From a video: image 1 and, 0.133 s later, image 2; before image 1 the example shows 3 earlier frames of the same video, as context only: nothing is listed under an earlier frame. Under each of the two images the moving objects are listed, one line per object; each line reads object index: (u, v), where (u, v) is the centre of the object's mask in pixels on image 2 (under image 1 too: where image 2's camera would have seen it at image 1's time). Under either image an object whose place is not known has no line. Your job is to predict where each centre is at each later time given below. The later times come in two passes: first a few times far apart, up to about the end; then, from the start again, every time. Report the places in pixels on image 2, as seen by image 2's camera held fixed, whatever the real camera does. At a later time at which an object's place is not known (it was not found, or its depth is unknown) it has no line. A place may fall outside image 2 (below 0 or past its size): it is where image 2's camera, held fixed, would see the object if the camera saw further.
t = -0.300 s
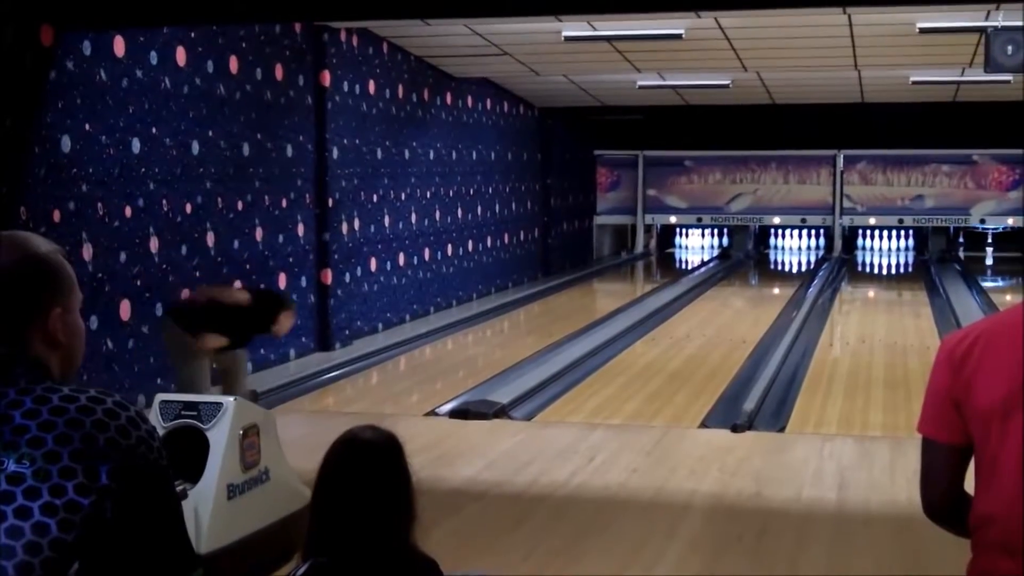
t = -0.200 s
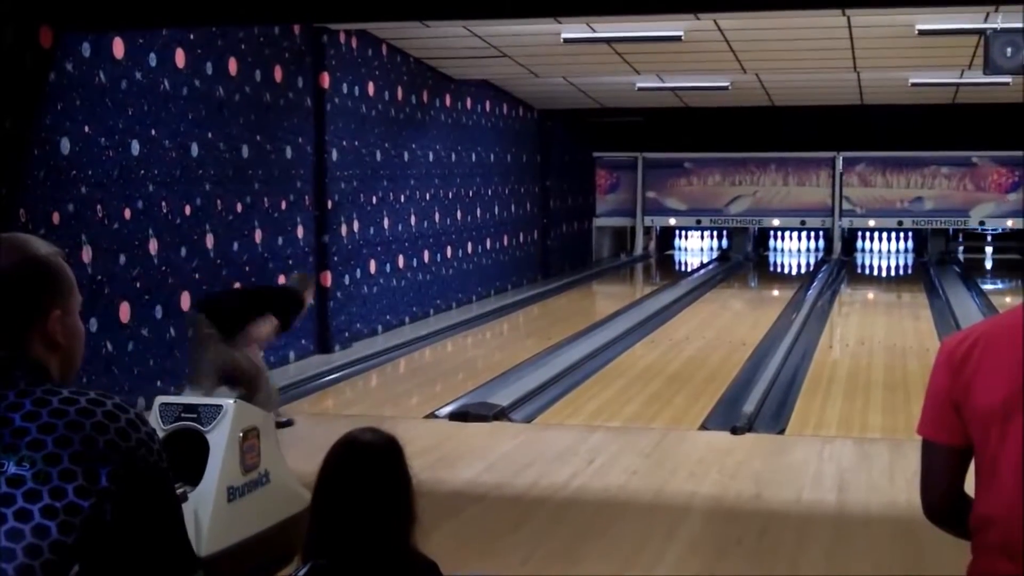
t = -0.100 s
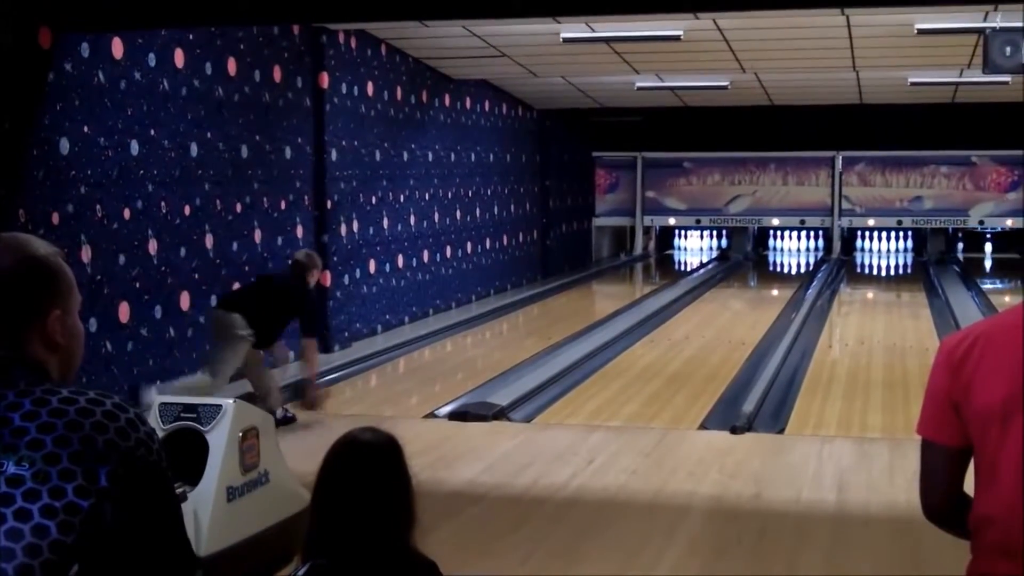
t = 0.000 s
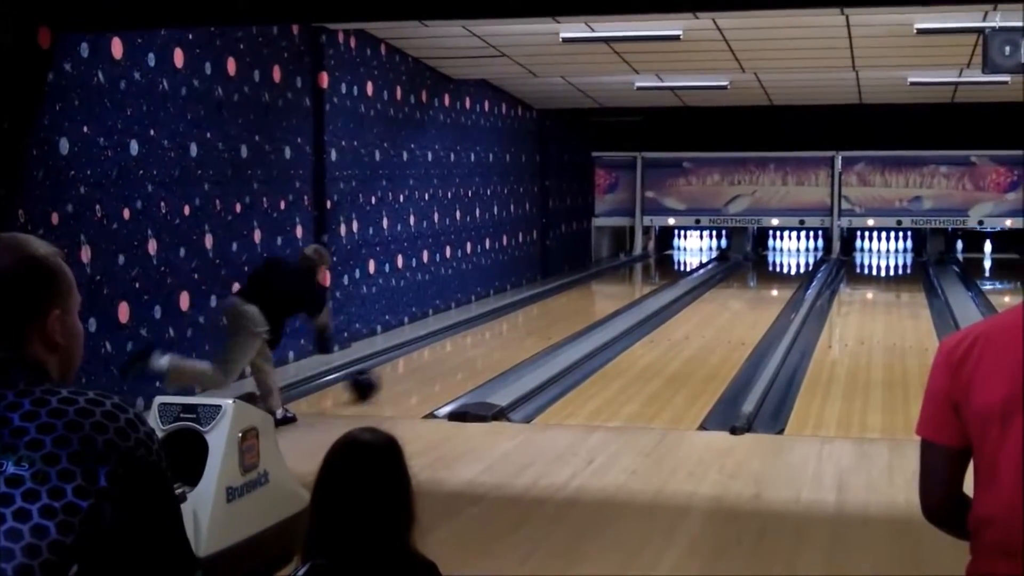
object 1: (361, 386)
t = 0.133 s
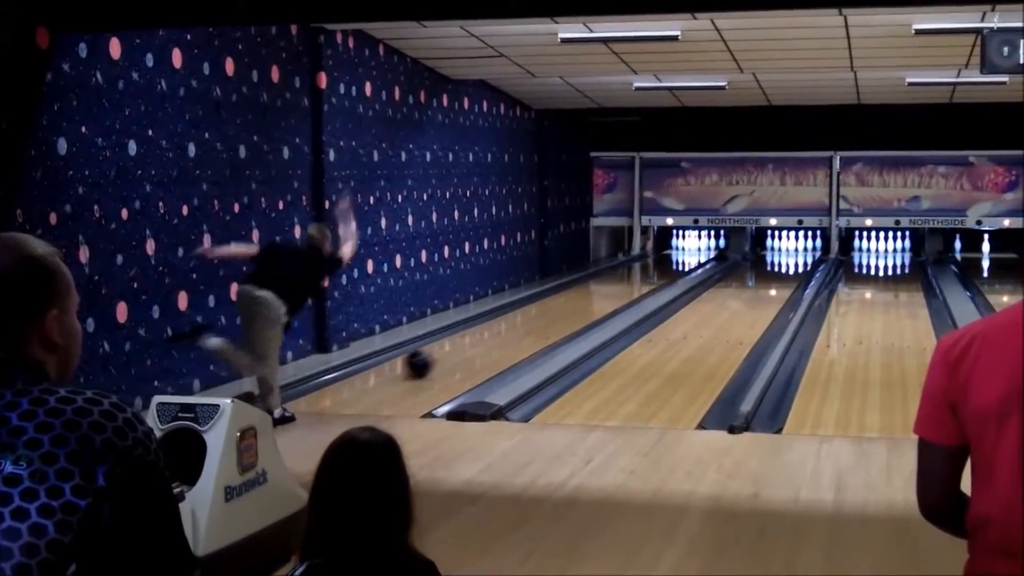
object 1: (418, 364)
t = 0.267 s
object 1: (465, 345)
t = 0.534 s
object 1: (535, 318)
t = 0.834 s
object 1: (591, 295)
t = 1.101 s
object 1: (628, 280)
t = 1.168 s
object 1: (635, 276)
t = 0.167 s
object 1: (430, 359)
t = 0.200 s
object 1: (443, 355)
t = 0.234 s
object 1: (454, 350)
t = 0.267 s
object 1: (465, 345)
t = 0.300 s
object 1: (475, 341)
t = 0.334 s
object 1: (484, 337)
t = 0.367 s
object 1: (494, 334)
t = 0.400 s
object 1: (503, 330)
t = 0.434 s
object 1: (512, 326)
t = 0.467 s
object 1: (519, 324)
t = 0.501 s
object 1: (528, 320)
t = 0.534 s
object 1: (535, 318)
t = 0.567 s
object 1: (542, 316)
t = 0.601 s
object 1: (549, 313)
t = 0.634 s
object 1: (556, 310)
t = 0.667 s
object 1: (563, 308)
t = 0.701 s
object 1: (569, 304)
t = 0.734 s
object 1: (575, 302)
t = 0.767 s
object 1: (580, 300)
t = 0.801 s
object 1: (585, 298)
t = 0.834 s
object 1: (591, 295)
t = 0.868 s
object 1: (596, 293)
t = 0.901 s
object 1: (602, 291)
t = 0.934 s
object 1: (607, 289)
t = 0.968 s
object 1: (611, 287)
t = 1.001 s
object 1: (616, 285)
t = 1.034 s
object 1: (620, 284)
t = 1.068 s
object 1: (624, 282)
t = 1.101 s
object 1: (628, 280)
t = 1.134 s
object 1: (632, 278)
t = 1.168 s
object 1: (635, 276)
